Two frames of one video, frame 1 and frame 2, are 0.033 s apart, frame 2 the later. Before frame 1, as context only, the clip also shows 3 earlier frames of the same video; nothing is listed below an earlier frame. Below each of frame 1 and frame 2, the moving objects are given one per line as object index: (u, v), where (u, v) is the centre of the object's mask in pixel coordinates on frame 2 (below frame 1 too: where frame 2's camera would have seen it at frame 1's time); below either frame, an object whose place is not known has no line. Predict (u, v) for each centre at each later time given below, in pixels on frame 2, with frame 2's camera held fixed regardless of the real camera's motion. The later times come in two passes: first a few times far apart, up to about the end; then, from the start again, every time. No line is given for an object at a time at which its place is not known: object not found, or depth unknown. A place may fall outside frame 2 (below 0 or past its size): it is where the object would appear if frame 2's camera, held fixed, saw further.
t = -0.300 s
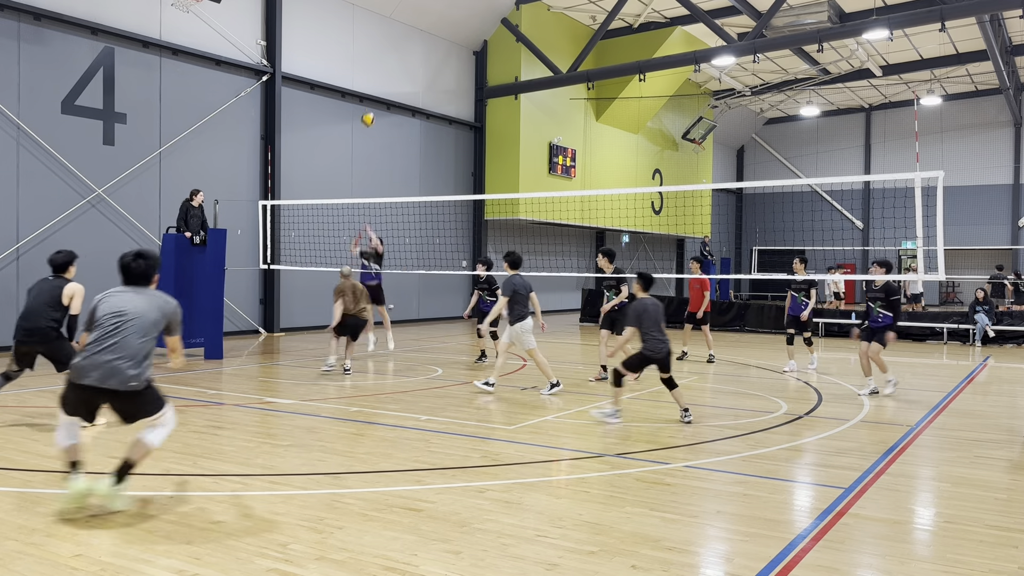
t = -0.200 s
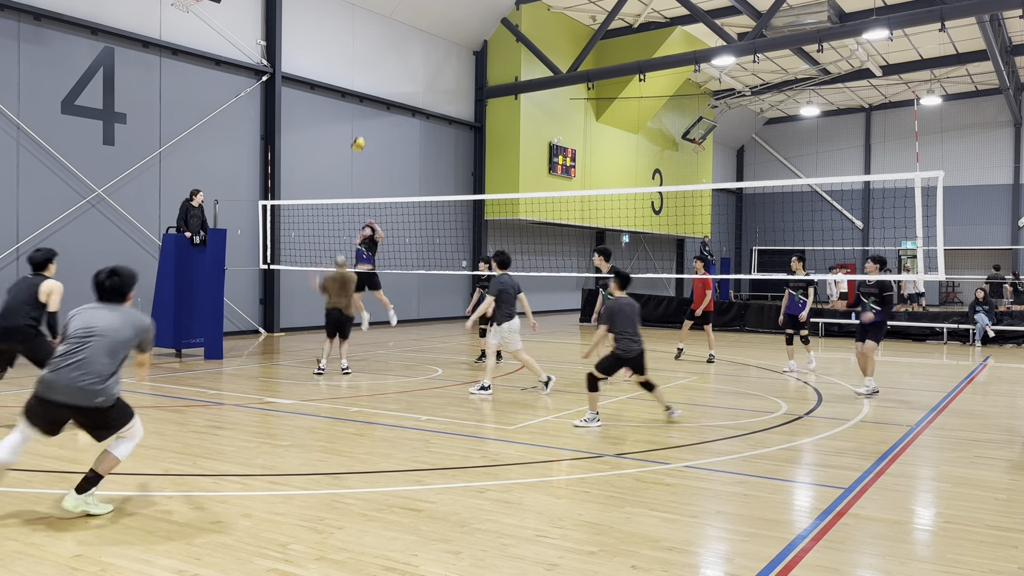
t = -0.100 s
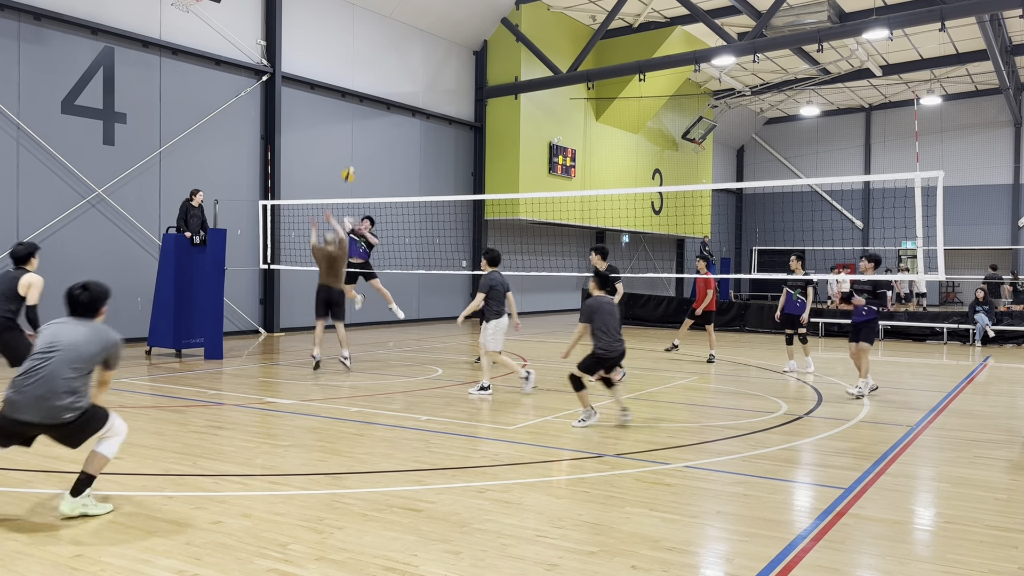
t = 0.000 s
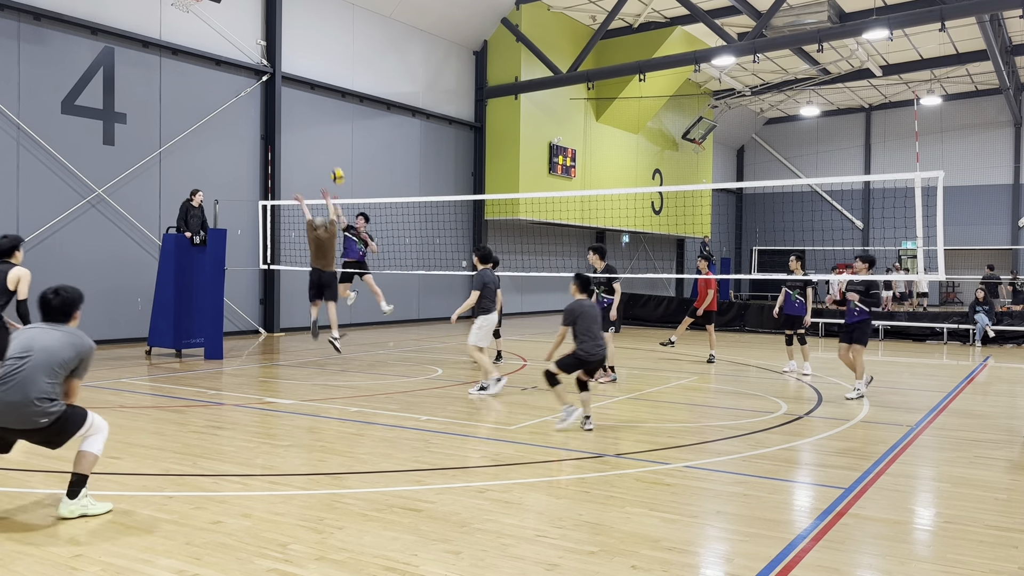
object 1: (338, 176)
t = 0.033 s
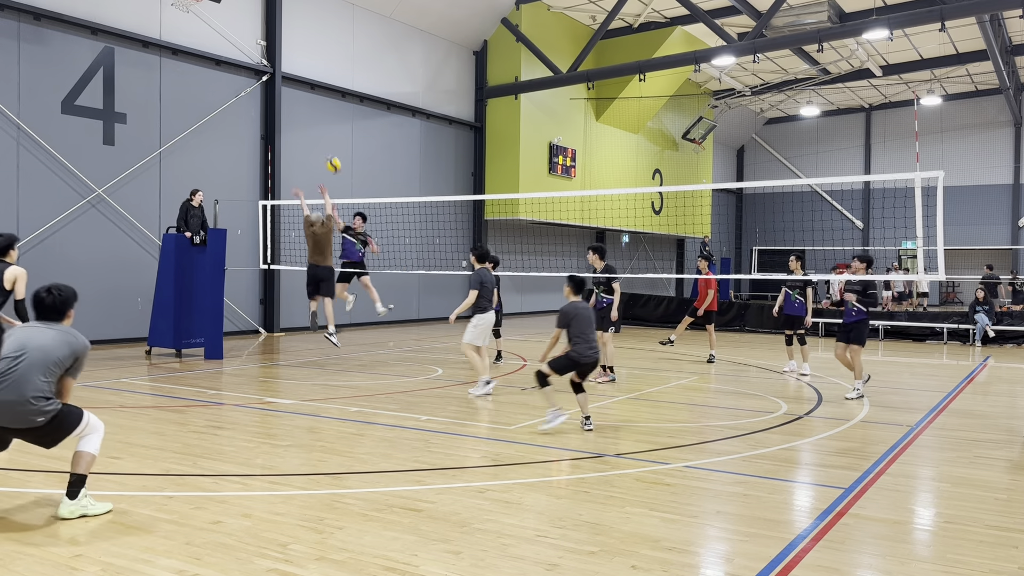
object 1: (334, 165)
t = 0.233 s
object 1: (307, 105)
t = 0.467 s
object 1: (264, 58)
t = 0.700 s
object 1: (188, 78)
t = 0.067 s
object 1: (329, 154)
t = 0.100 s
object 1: (325, 144)
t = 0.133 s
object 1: (321, 134)
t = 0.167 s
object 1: (316, 124)
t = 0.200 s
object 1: (312, 114)
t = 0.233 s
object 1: (307, 105)
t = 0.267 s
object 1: (301, 96)
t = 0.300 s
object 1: (296, 88)
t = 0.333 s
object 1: (290, 81)
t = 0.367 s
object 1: (284, 74)
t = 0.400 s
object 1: (277, 68)
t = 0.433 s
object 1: (271, 63)
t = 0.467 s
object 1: (264, 58)
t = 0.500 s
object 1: (257, 56)
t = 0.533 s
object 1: (247, 53)
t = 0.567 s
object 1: (238, 53)
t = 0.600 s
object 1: (226, 55)
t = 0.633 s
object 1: (215, 60)
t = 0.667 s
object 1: (202, 68)
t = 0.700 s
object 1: (188, 78)
